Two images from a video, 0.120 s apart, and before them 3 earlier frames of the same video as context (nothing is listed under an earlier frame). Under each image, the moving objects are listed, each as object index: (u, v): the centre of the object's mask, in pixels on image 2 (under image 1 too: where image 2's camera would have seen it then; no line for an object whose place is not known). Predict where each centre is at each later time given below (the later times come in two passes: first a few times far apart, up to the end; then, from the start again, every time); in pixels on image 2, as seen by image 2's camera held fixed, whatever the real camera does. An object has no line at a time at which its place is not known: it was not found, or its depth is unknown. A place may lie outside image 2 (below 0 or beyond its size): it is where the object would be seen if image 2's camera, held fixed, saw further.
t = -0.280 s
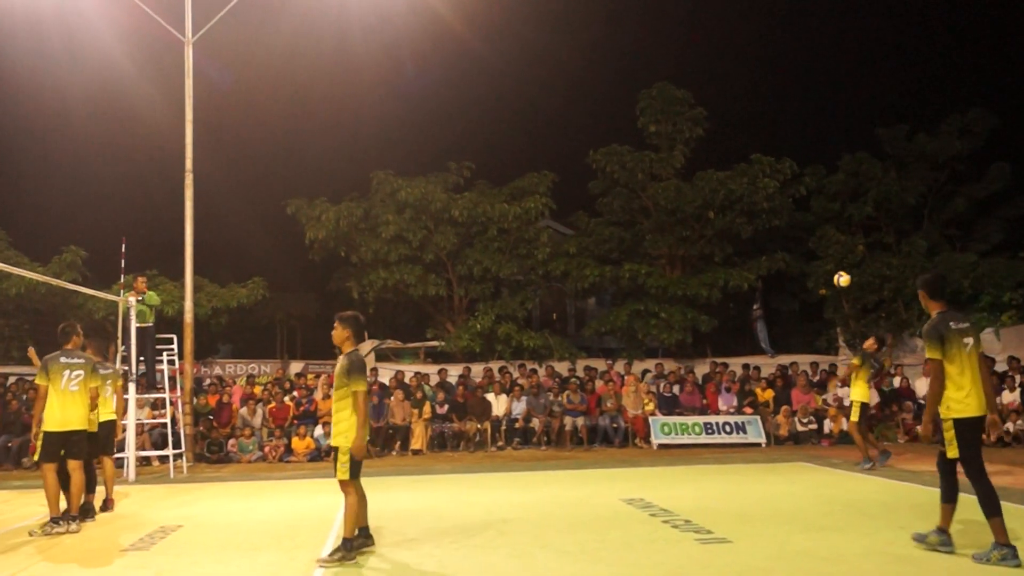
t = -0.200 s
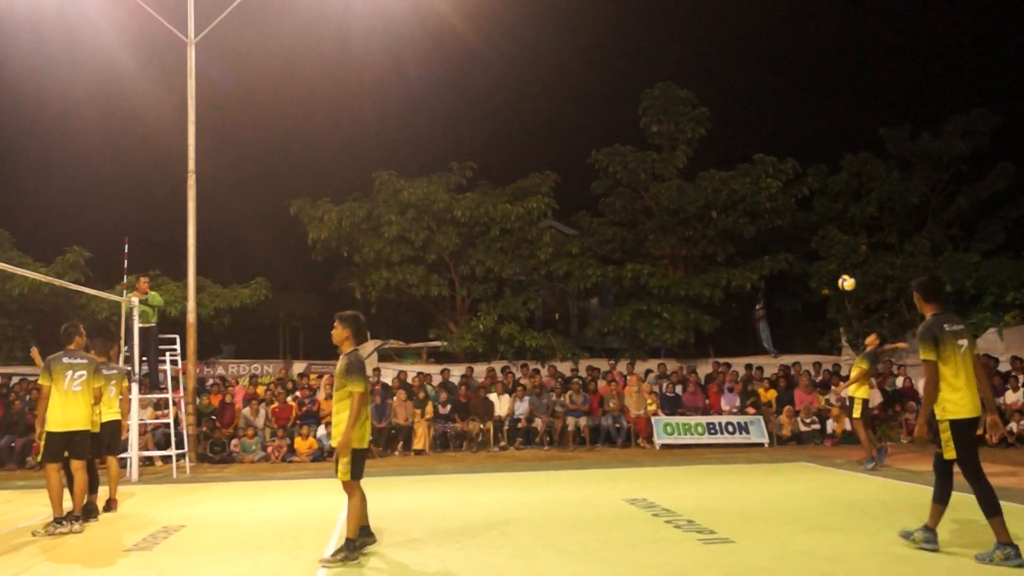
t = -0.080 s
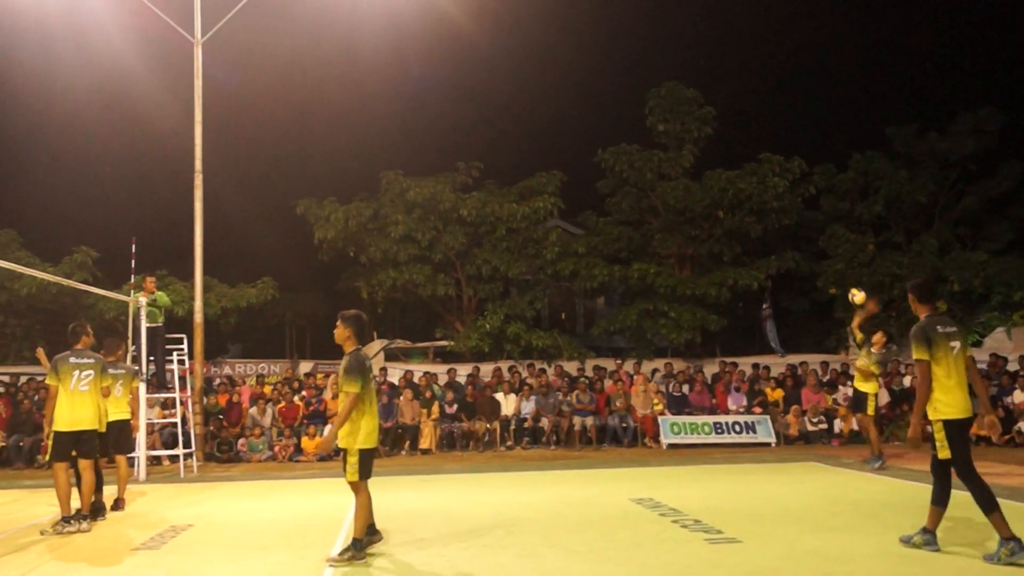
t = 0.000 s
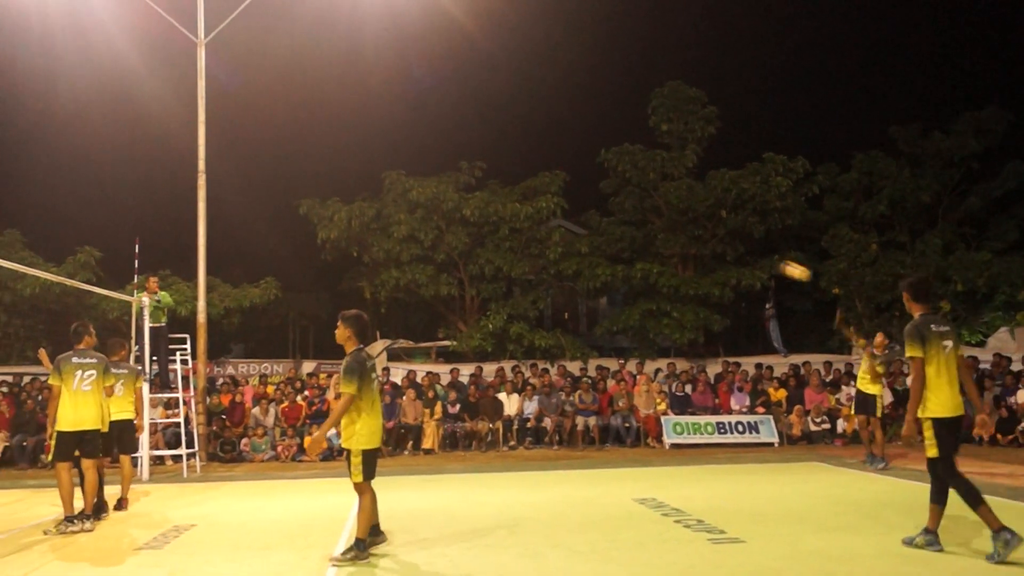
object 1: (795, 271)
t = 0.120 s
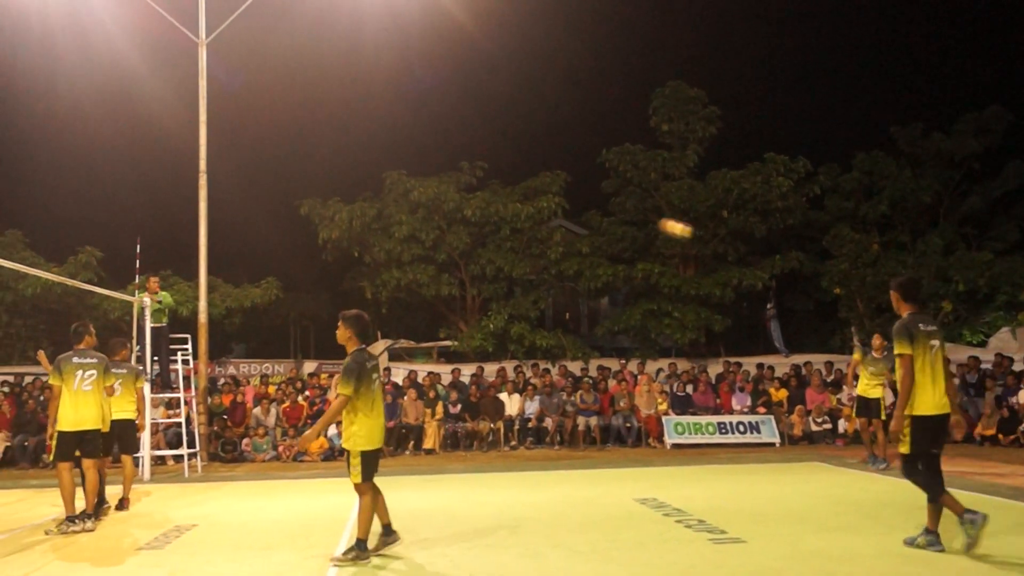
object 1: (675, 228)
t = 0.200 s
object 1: (589, 205)
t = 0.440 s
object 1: (301, 161)
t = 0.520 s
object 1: (190, 159)
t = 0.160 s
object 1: (632, 215)
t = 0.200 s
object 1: (589, 205)
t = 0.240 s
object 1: (545, 194)
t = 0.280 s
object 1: (499, 184)
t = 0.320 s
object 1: (452, 176)
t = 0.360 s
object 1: (403, 170)
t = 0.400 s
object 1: (352, 165)
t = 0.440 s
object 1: (301, 161)
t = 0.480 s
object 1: (246, 160)
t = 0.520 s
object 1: (190, 159)
